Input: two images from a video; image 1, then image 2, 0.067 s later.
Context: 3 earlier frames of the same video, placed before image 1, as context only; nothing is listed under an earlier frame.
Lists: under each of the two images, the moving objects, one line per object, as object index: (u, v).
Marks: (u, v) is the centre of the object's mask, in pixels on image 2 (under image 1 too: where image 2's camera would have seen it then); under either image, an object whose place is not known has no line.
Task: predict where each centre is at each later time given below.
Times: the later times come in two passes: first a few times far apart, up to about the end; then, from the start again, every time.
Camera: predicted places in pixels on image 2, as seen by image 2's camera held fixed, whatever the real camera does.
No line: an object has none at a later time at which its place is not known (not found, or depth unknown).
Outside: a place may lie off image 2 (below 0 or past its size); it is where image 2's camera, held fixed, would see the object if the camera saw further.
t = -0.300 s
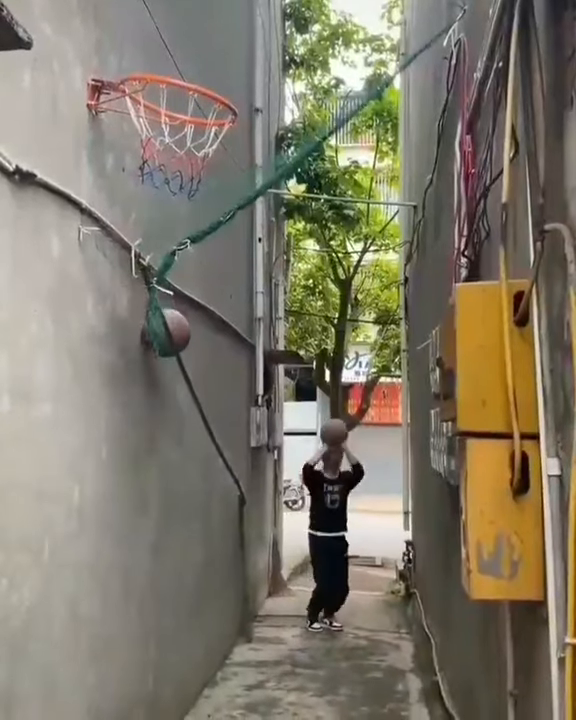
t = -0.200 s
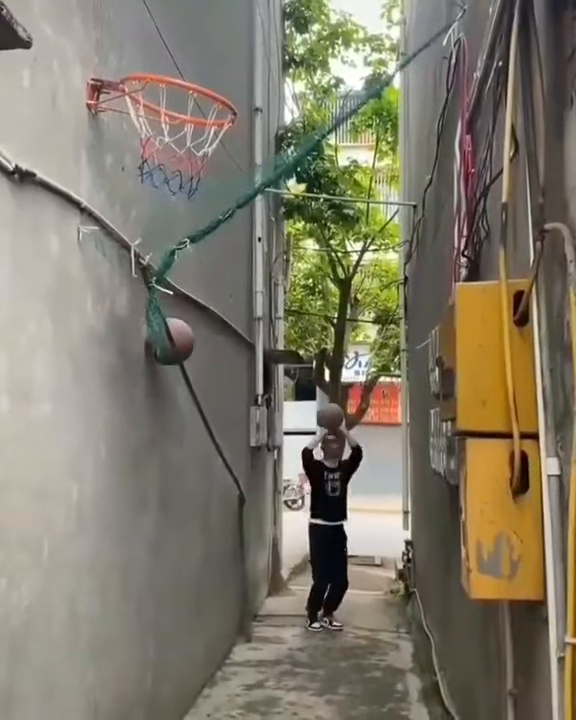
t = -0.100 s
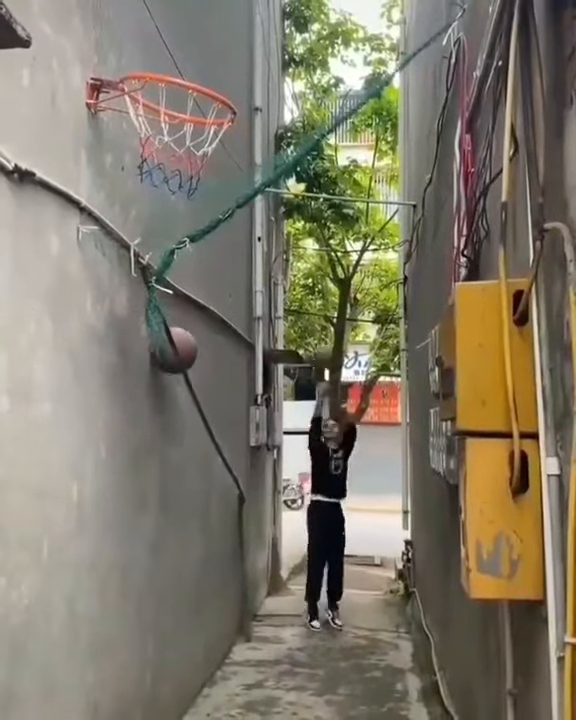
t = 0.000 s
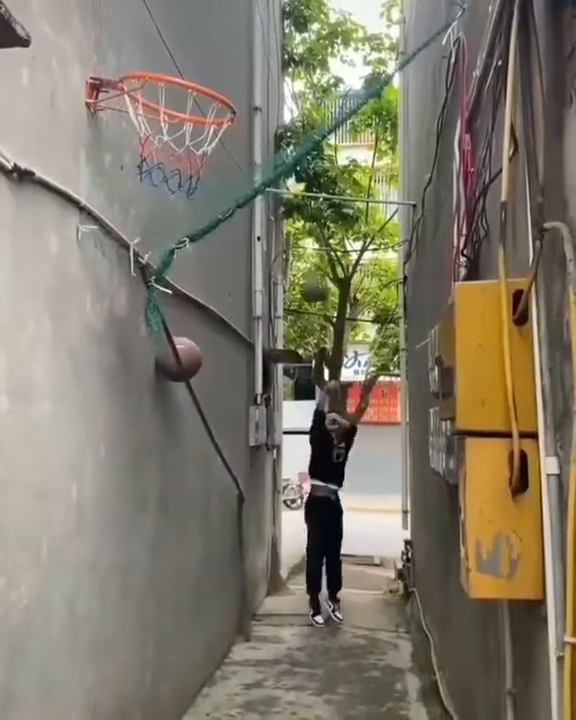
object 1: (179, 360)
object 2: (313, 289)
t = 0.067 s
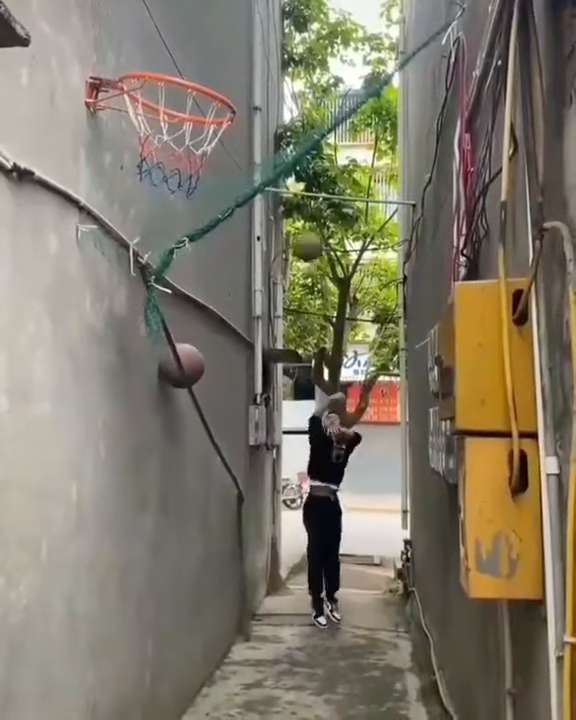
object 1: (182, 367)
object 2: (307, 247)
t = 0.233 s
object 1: (191, 382)
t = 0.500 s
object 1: (204, 409)
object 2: (254, 44)
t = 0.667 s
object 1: (213, 423)
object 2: (223, 18)
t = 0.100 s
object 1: (183, 370)
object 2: (304, 227)
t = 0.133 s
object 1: (186, 373)
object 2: (301, 206)
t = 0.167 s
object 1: (187, 376)
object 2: (298, 187)
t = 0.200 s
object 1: (189, 379)
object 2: (296, 174)
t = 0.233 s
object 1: (191, 382)
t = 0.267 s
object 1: (192, 386)
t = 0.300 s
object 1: (193, 389)
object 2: (283, 122)
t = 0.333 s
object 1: (195, 393)
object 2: (279, 106)
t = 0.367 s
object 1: (197, 396)
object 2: (275, 91)
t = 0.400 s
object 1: (199, 399)
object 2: (269, 78)
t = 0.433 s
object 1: (200, 403)
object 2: (265, 66)
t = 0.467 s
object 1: (202, 406)
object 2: (259, 54)
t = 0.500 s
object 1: (204, 409)
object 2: (254, 44)
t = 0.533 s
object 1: (206, 412)
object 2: (248, 34)
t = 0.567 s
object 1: (207, 415)
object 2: (242, 26)
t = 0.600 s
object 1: (209, 418)
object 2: (236, 21)
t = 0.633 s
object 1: (211, 421)
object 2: (229, 19)
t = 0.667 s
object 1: (213, 423)
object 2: (223, 18)
